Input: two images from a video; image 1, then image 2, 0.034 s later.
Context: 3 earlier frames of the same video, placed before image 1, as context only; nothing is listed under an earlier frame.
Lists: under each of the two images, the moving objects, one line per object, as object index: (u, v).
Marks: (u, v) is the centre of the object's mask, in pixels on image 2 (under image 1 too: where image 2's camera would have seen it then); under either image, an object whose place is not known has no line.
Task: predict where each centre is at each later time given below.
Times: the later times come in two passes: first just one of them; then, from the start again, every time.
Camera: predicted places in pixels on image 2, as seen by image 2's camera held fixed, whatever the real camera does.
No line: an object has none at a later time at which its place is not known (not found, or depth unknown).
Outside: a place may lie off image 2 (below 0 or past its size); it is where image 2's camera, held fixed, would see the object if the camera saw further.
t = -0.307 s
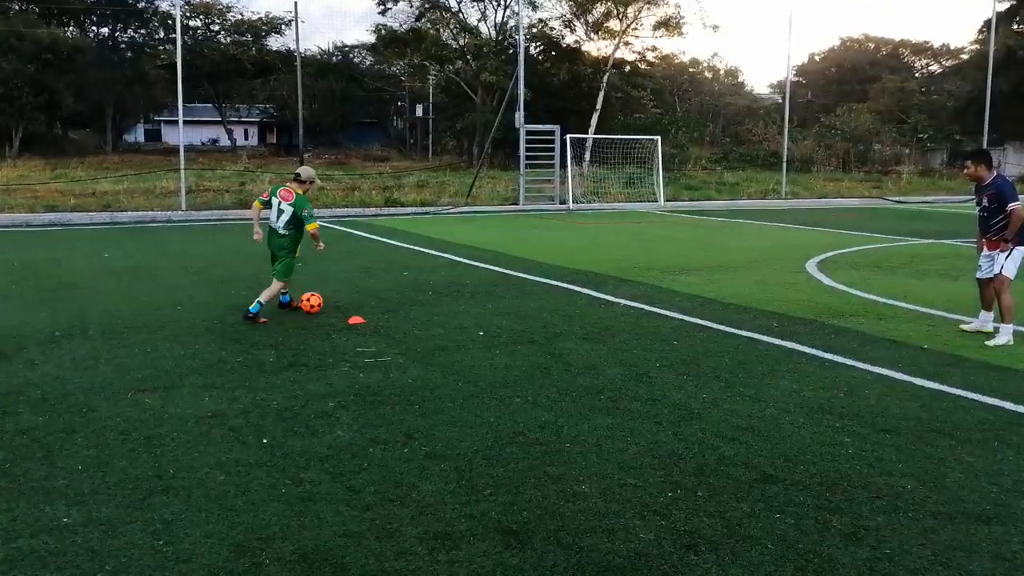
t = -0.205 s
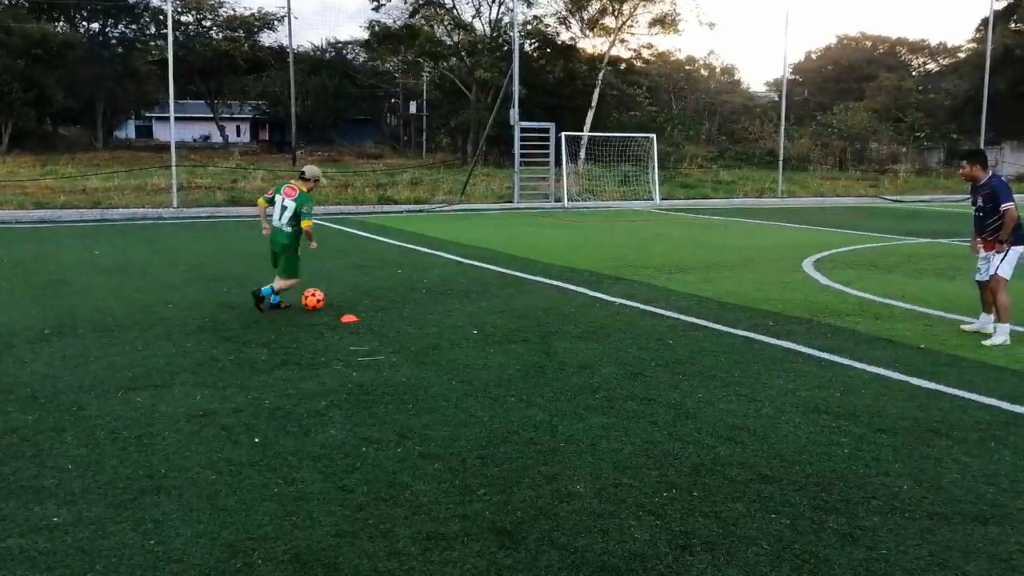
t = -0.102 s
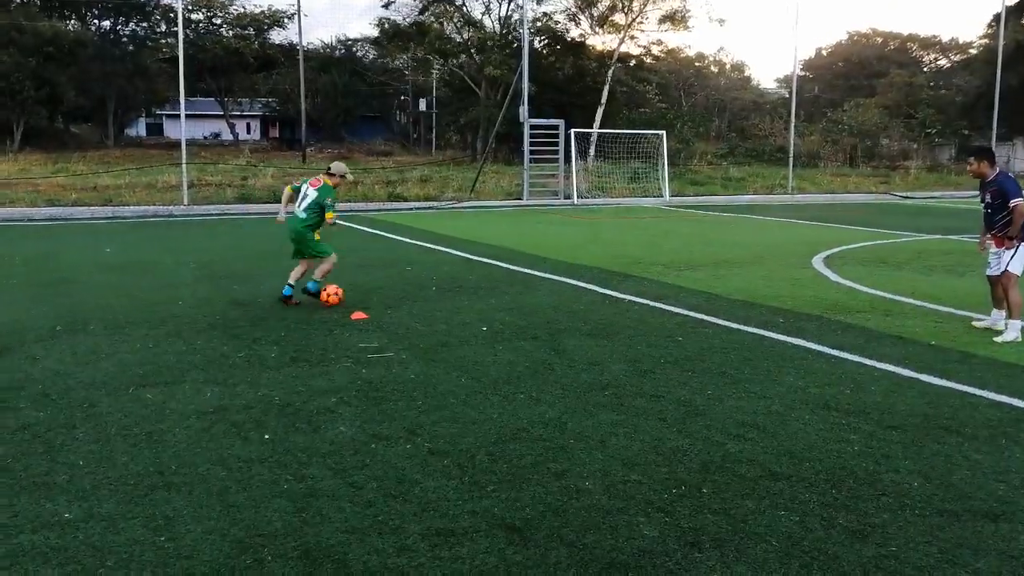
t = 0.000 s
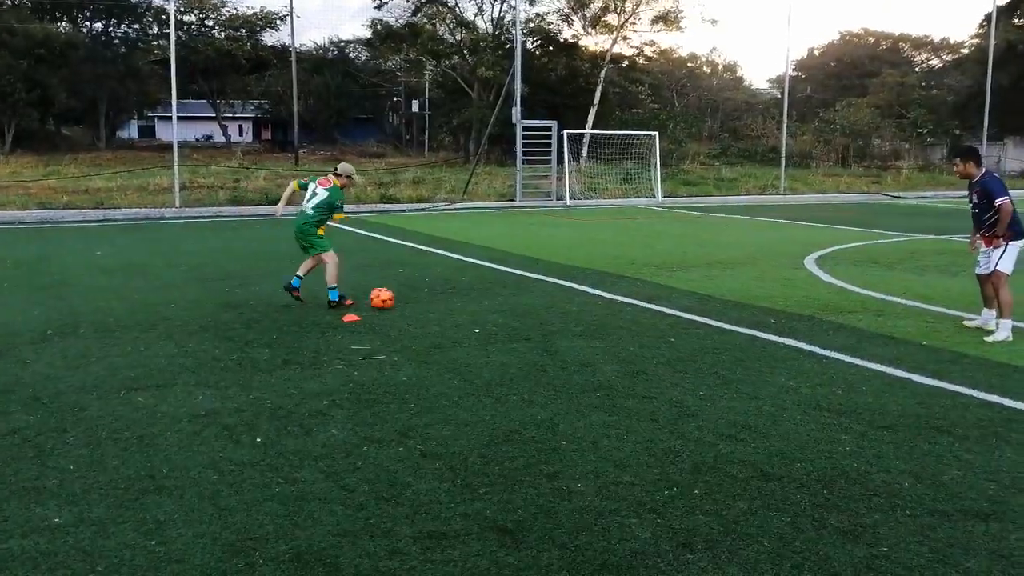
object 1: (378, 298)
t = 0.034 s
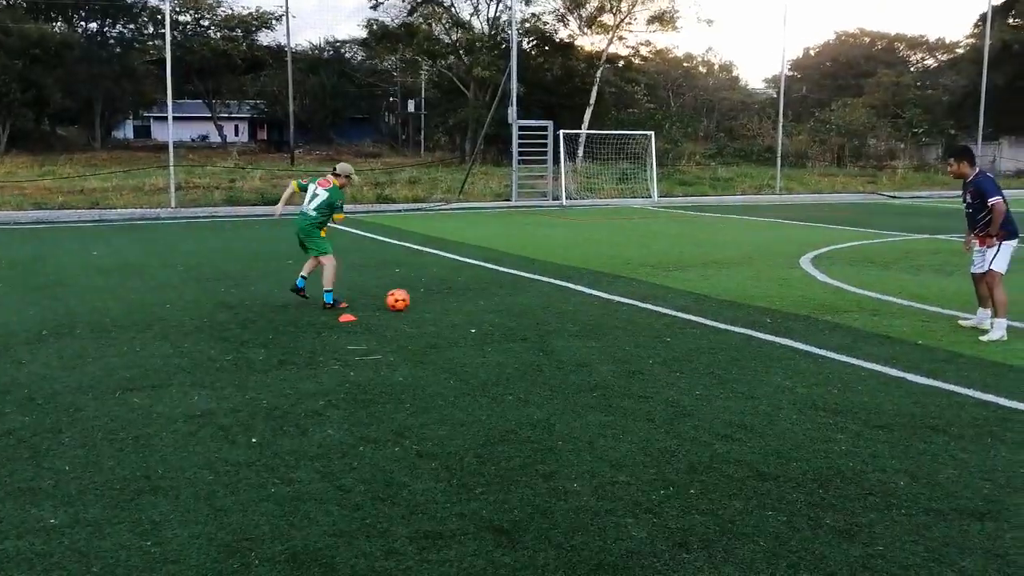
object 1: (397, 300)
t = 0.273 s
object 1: (530, 305)
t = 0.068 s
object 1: (416, 299)
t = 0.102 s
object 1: (436, 300)
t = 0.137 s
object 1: (456, 301)
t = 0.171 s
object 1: (475, 304)
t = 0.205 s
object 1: (493, 303)
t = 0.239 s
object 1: (512, 304)
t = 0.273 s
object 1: (530, 305)
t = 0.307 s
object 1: (549, 305)
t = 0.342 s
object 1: (566, 306)
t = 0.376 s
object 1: (583, 308)
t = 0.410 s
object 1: (599, 308)
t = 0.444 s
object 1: (615, 308)
